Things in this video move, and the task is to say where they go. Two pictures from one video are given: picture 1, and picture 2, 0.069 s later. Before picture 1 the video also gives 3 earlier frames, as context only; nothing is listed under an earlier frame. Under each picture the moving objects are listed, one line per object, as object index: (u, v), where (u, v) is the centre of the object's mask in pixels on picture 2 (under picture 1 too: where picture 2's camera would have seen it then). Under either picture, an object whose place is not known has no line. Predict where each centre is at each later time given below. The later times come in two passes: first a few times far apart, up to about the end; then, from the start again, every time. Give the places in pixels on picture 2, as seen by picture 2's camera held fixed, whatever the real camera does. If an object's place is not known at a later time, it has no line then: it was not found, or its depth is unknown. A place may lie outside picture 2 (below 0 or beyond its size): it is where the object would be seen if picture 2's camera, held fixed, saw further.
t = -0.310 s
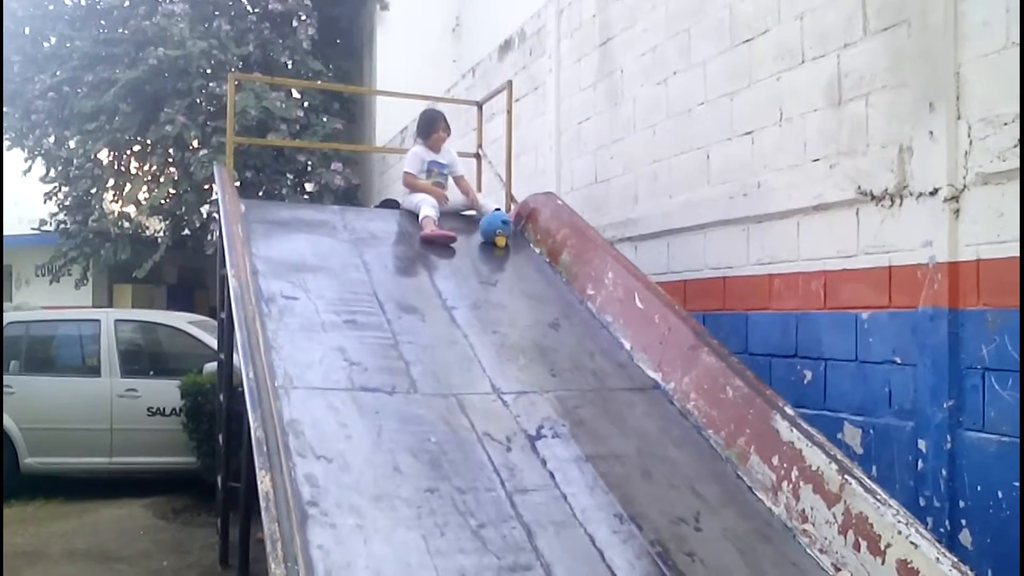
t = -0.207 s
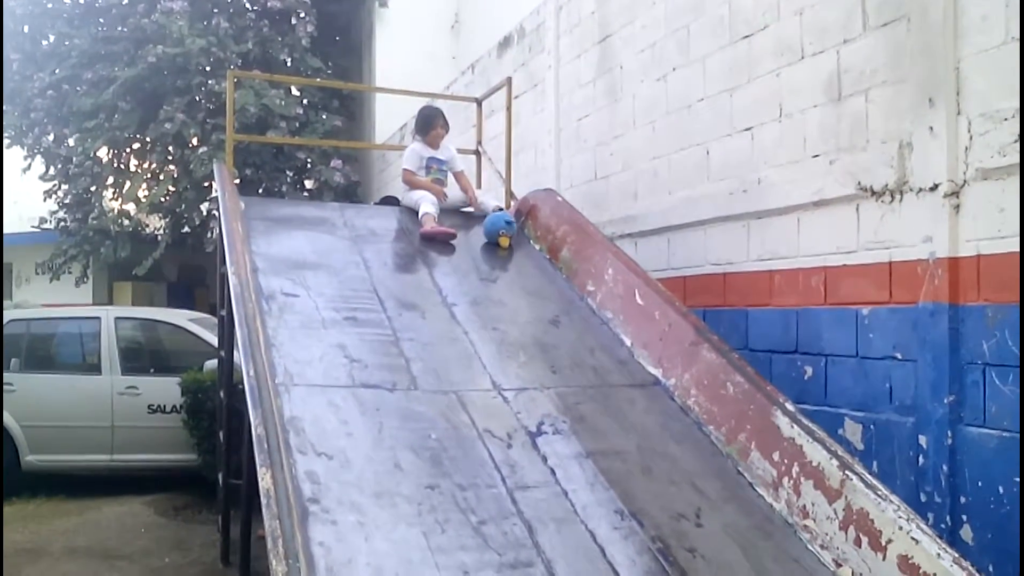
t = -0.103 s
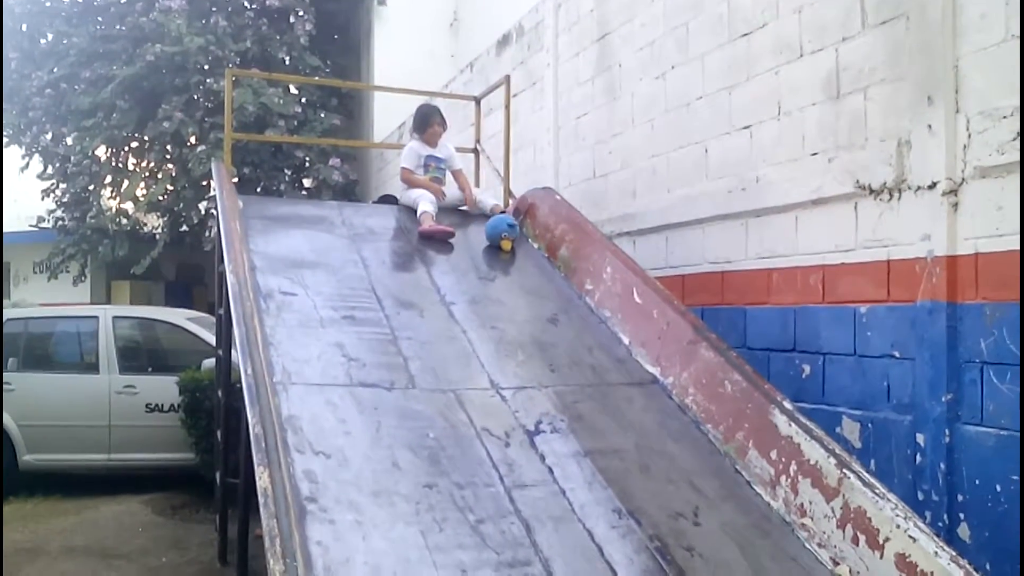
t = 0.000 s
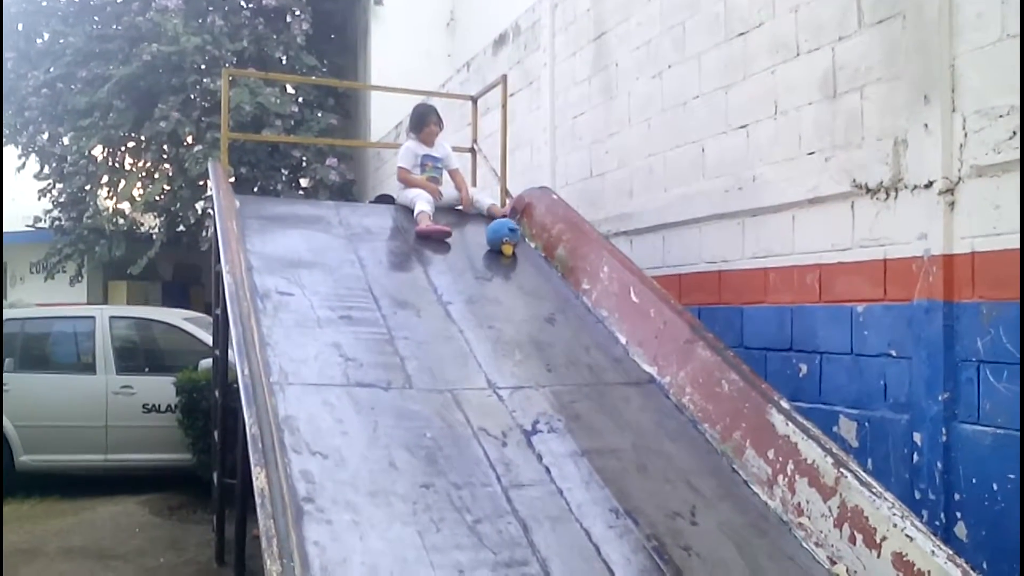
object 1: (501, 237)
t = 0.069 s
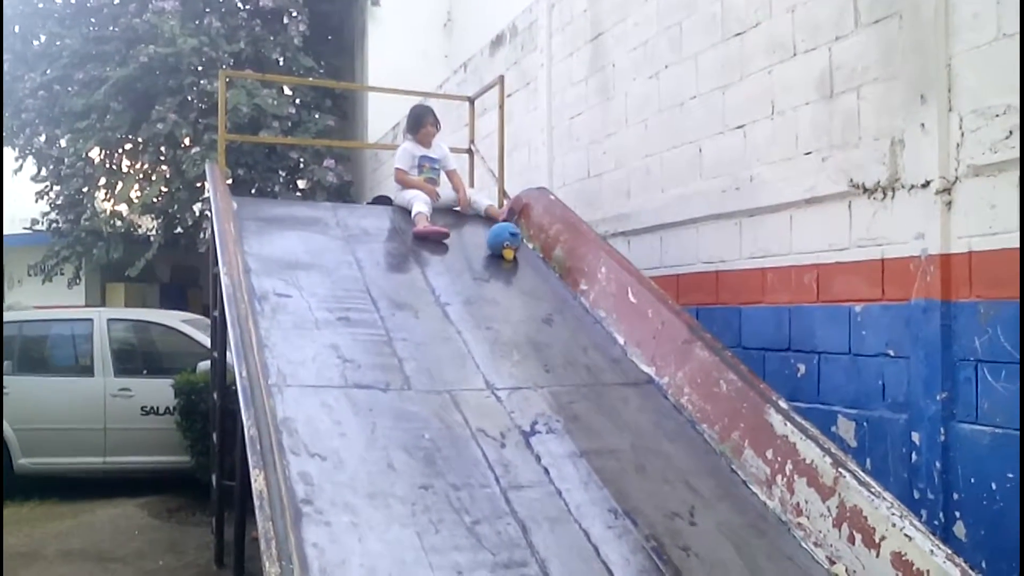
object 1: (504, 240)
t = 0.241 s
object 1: (513, 250)
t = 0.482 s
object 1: (527, 265)
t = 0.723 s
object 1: (544, 283)
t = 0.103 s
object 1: (506, 242)
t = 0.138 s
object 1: (508, 244)
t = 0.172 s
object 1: (510, 245)
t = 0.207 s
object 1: (511, 248)
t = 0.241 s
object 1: (513, 250)
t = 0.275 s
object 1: (514, 252)
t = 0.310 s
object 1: (516, 254)
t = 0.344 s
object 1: (518, 256)
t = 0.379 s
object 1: (520, 258)
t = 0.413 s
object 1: (522, 260)
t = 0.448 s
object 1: (524, 263)
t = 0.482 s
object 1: (527, 265)
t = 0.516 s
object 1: (529, 267)
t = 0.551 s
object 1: (531, 271)
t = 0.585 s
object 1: (534, 272)
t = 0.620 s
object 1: (536, 275)
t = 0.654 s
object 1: (539, 278)
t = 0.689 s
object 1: (541, 280)
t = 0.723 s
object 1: (544, 283)
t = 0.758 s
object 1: (546, 286)
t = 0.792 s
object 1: (549, 289)
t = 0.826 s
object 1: (552, 292)
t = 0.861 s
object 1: (554, 295)
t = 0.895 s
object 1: (557, 298)
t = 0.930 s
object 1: (559, 302)
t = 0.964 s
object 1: (562, 305)
